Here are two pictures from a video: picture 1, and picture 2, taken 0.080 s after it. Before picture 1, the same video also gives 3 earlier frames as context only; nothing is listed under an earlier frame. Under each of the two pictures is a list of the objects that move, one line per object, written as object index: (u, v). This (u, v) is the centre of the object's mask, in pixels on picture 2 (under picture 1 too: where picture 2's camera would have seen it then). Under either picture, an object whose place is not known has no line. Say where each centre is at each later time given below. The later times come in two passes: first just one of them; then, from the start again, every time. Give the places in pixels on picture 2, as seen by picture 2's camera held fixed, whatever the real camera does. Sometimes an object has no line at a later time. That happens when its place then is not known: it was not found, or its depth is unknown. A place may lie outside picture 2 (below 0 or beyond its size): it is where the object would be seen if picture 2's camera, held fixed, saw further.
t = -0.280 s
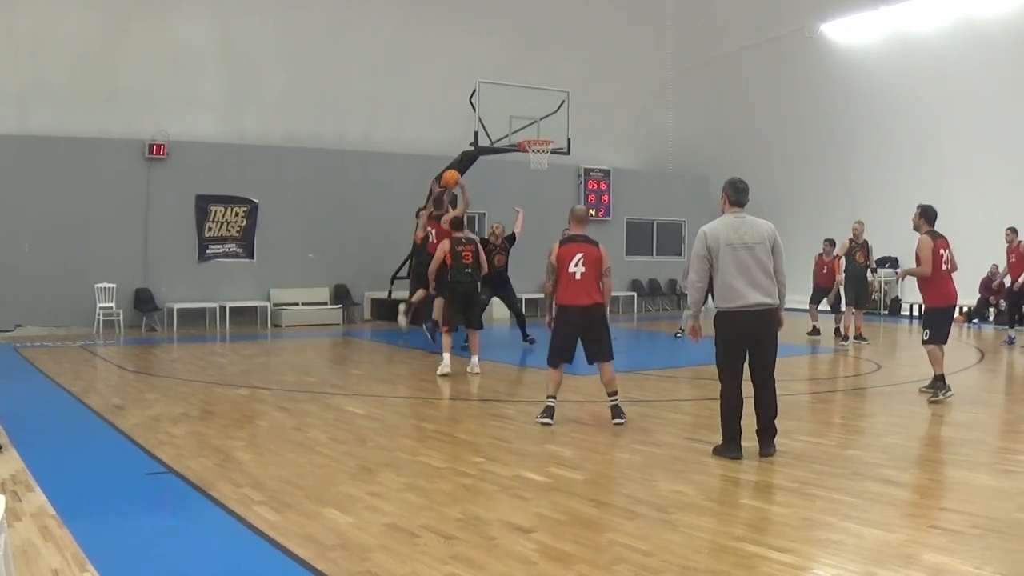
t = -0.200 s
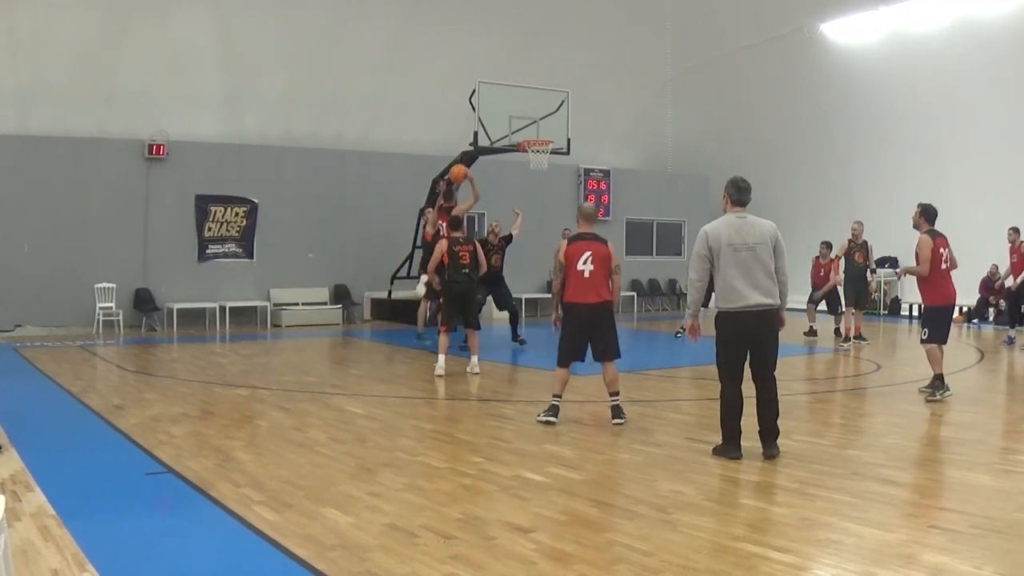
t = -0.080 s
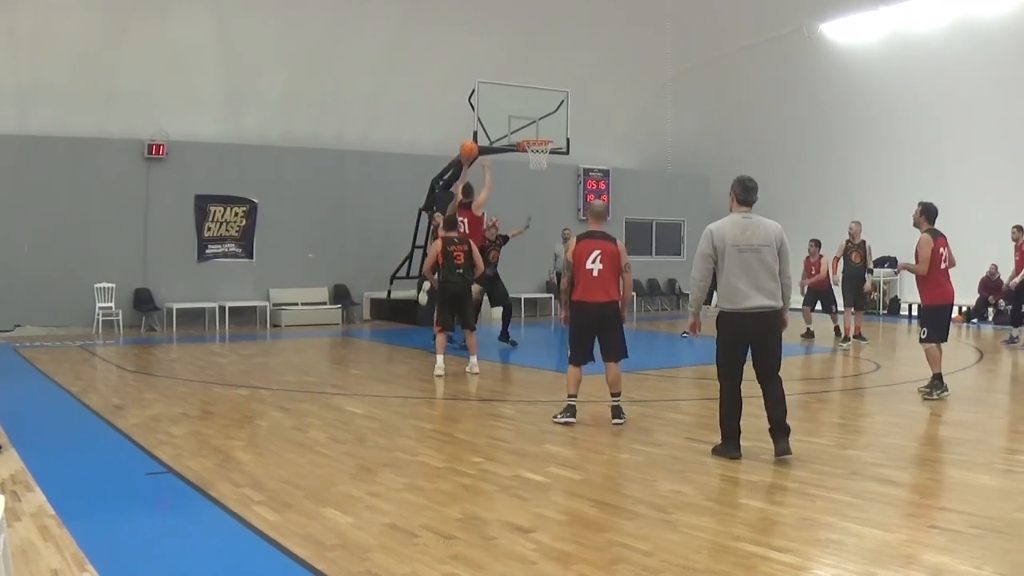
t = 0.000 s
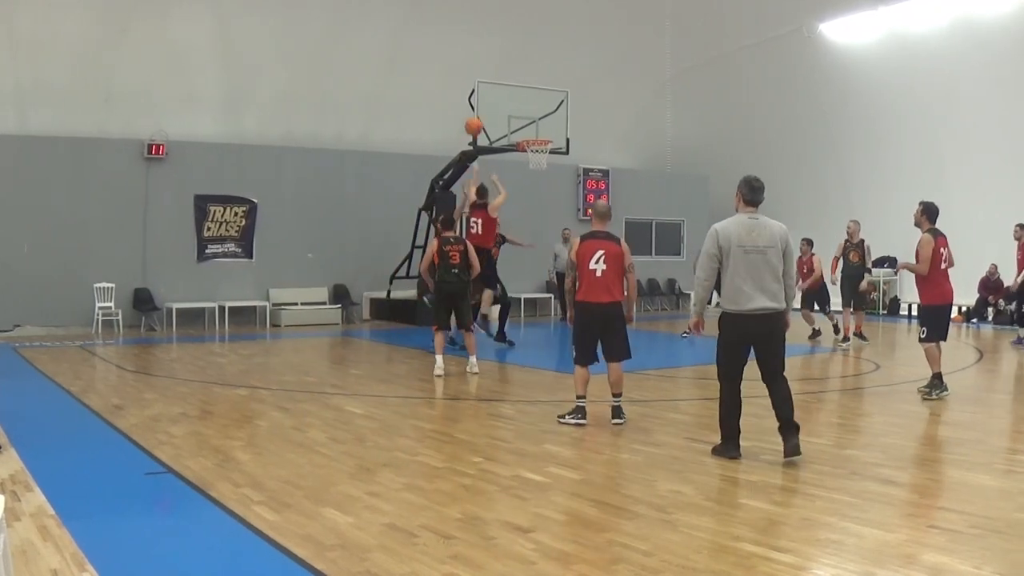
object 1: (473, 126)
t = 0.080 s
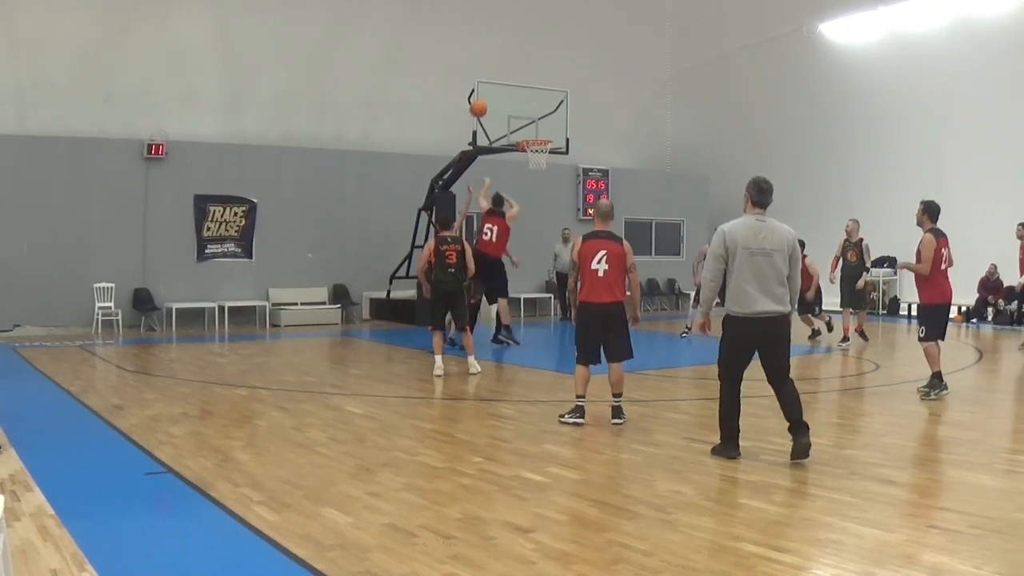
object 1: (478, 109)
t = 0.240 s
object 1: (487, 88)
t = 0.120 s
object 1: (480, 101)
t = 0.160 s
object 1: (483, 95)
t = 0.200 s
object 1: (485, 92)
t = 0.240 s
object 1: (487, 88)
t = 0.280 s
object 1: (489, 86)
